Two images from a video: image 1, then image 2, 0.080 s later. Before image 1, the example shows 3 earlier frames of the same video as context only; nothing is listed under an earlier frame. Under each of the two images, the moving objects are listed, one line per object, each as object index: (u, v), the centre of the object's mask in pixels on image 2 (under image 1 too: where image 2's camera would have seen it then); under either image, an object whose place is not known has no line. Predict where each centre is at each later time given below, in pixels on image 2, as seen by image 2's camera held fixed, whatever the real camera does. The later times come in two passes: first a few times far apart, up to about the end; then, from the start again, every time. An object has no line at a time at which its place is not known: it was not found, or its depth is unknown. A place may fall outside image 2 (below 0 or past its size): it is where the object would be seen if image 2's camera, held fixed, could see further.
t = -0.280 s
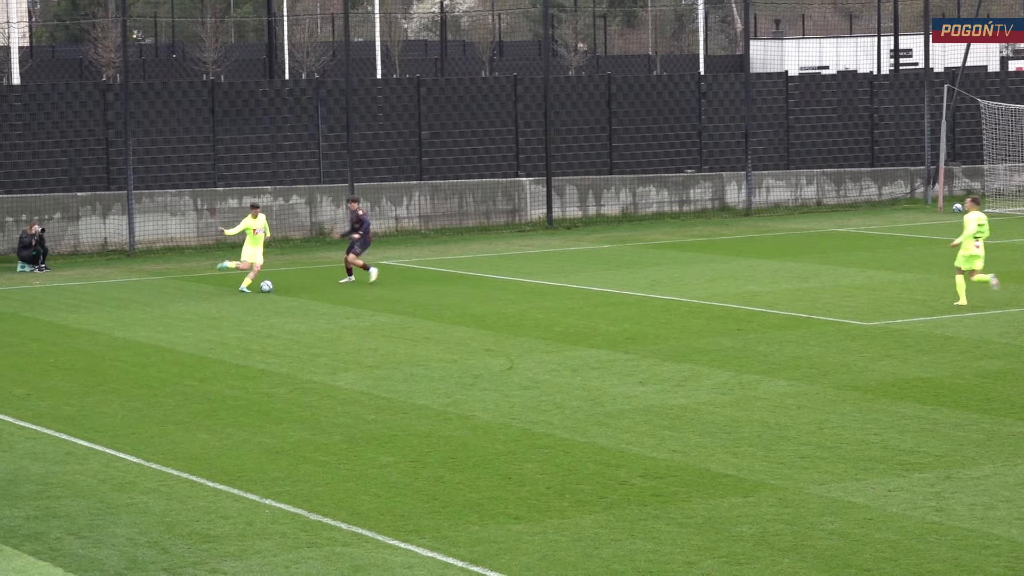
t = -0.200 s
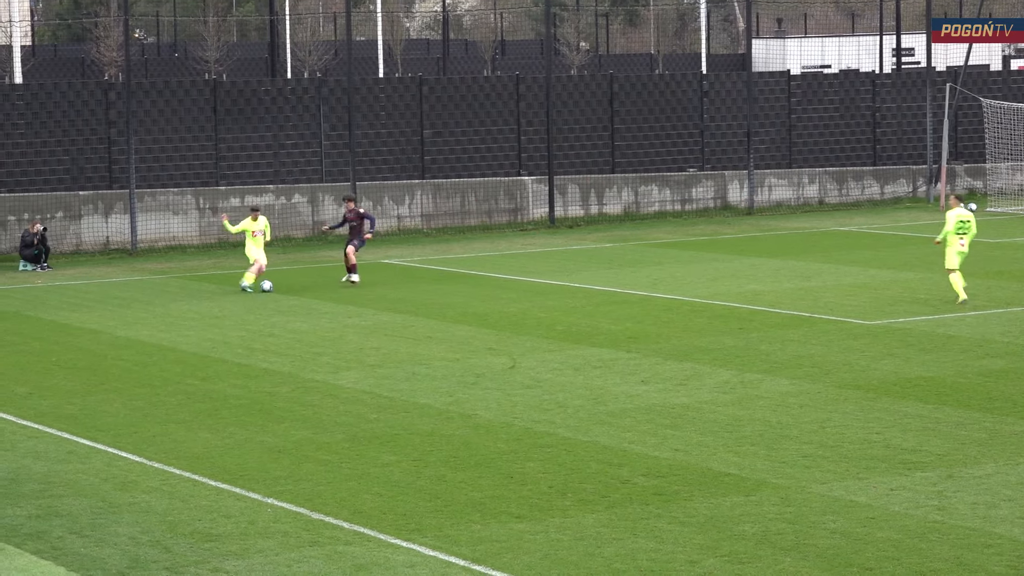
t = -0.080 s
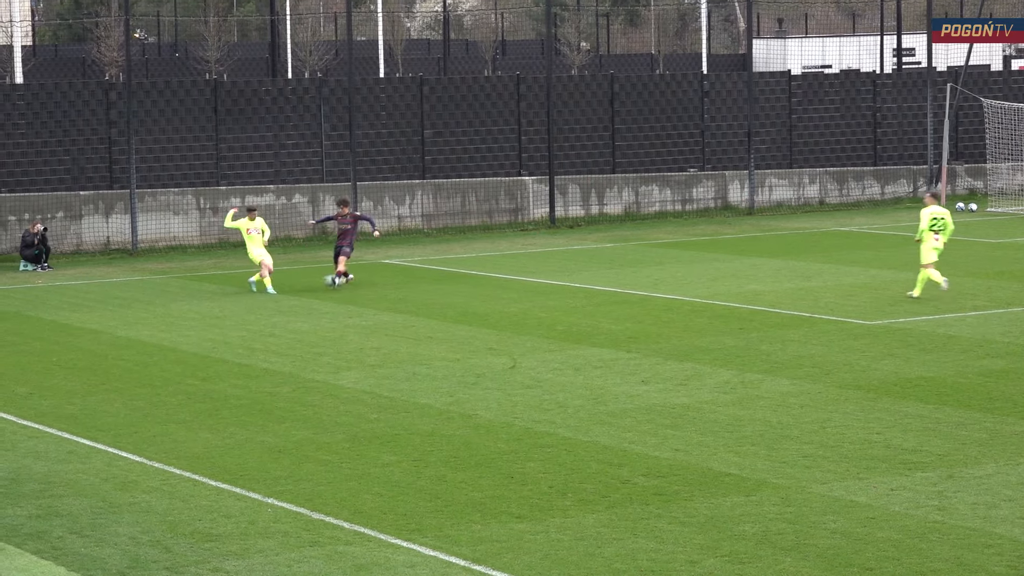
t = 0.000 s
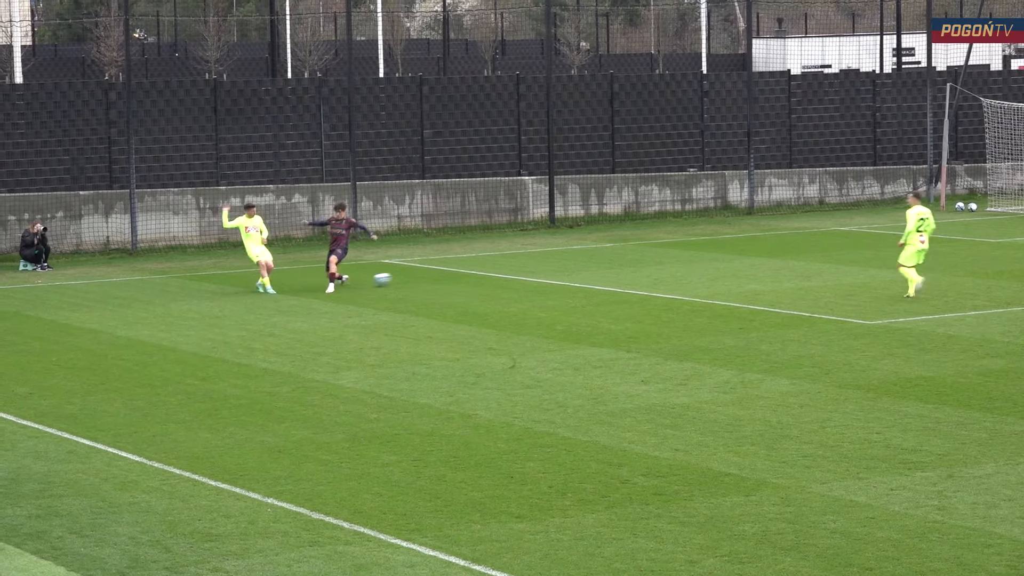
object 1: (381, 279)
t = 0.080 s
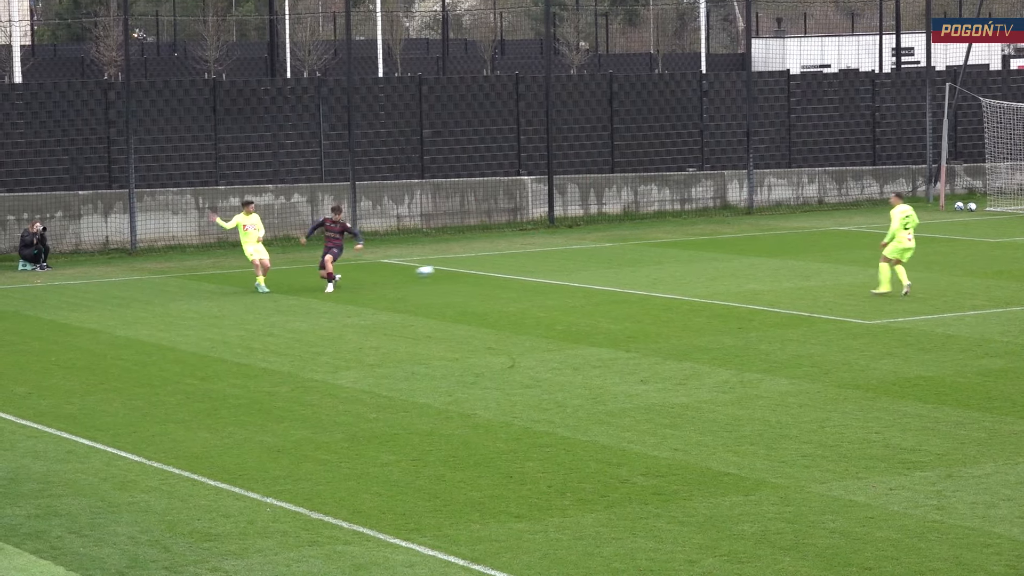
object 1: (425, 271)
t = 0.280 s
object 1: (529, 271)
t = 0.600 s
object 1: (670, 265)
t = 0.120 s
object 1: (446, 269)
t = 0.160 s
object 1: (467, 268)
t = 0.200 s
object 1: (489, 269)
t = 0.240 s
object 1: (509, 269)
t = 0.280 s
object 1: (529, 271)
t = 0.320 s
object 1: (549, 272)
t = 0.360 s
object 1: (567, 270)
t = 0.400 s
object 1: (585, 267)
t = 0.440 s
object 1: (602, 266)
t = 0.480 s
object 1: (620, 266)
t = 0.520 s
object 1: (637, 267)
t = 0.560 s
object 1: (654, 266)
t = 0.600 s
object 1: (670, 265)
